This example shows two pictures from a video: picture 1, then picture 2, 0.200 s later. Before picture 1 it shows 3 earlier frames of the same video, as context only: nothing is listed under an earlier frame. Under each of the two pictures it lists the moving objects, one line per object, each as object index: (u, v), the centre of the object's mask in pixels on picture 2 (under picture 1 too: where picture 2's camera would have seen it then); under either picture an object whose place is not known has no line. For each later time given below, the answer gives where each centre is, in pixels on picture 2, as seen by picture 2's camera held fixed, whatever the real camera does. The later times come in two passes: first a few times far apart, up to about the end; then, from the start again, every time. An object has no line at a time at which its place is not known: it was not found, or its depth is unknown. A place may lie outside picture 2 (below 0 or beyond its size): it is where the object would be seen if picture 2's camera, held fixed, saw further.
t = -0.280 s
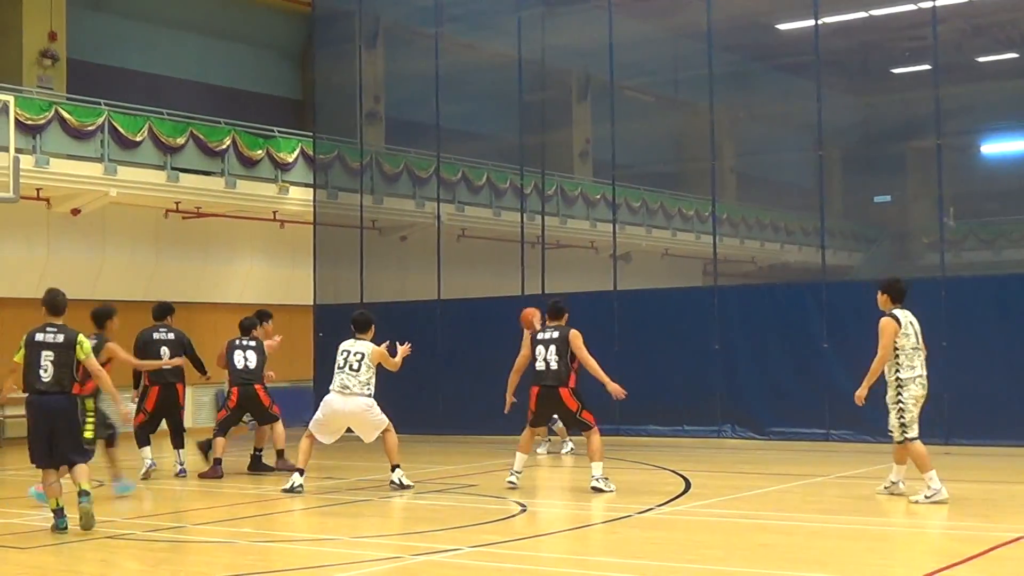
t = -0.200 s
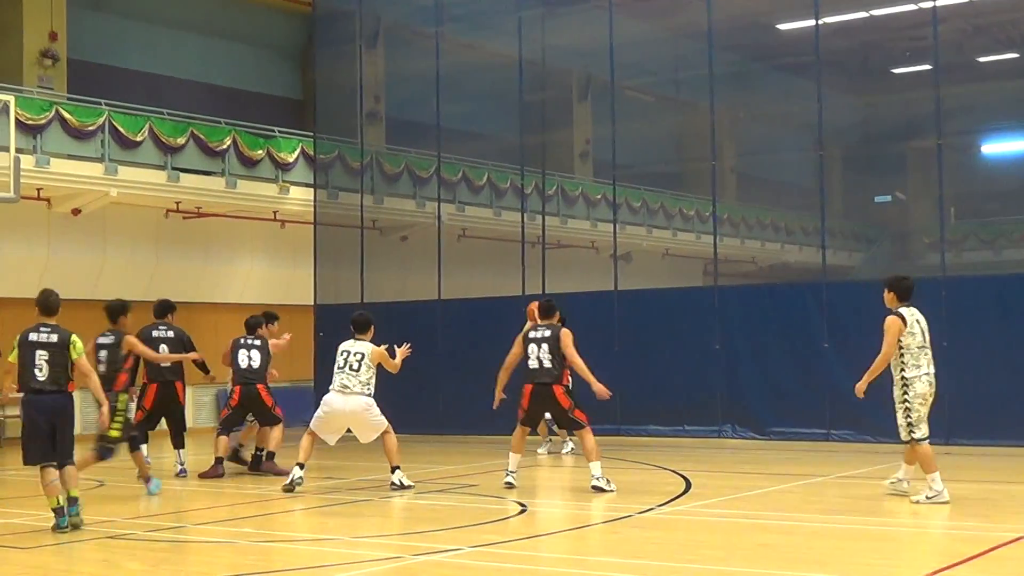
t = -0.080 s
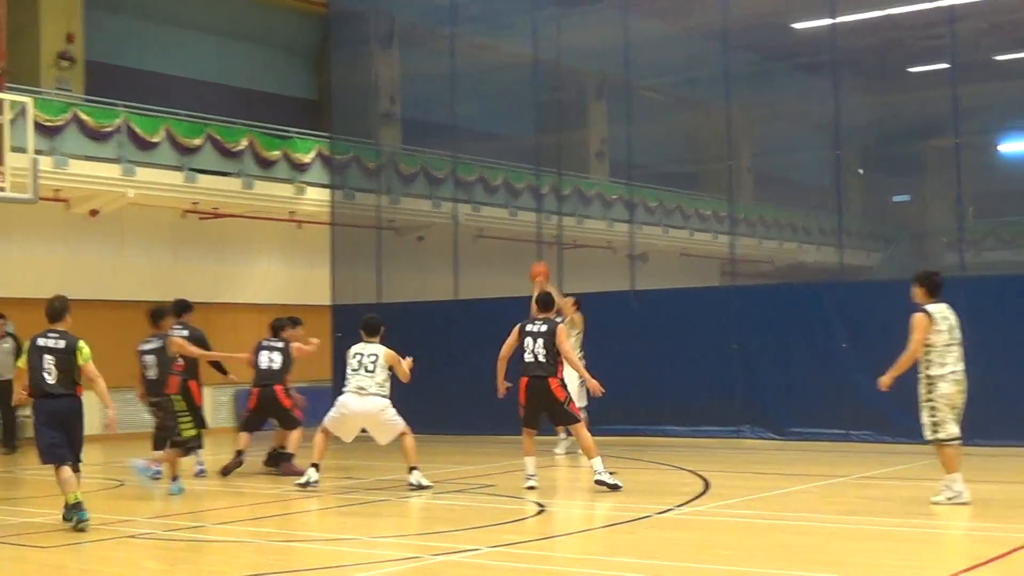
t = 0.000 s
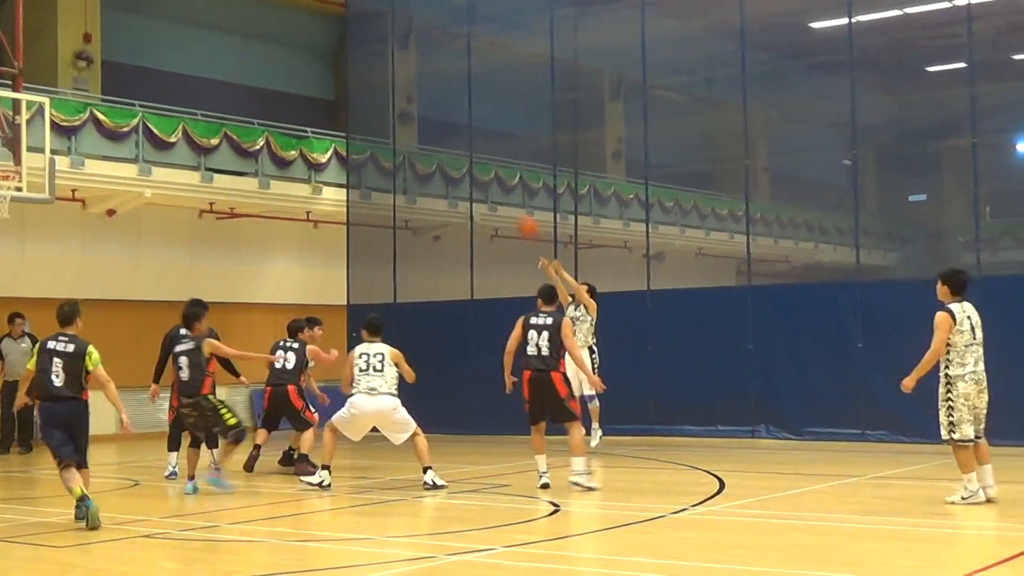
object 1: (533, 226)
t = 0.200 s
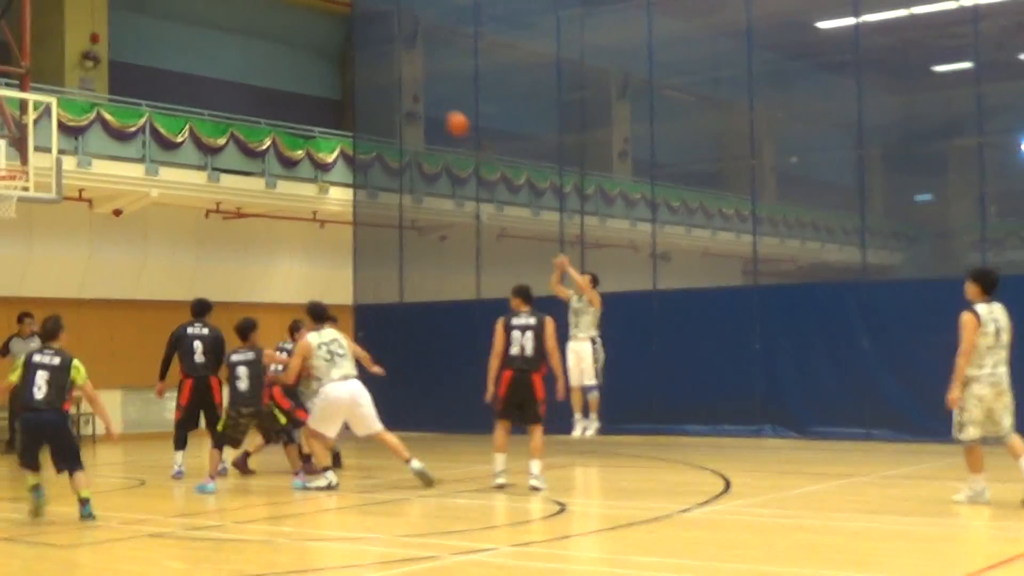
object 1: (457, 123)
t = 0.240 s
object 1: (442, 106)
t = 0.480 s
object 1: (348, 32)
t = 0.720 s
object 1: (241, 7)
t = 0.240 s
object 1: (442, 106)
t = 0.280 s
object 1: (426, 90)
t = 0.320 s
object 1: (410, 76)
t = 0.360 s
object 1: (393, 63)
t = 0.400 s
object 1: (378, 52)
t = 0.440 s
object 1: (363, 41)
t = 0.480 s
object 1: (348, 32)
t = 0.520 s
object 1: (331, 24)
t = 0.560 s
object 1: (312, 18)
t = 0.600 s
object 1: (295, 12)
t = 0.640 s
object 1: (278, 9)
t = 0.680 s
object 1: (258, 8)
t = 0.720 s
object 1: (241, 7)
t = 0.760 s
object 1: (224, 7)
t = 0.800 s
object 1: (209, 9)
